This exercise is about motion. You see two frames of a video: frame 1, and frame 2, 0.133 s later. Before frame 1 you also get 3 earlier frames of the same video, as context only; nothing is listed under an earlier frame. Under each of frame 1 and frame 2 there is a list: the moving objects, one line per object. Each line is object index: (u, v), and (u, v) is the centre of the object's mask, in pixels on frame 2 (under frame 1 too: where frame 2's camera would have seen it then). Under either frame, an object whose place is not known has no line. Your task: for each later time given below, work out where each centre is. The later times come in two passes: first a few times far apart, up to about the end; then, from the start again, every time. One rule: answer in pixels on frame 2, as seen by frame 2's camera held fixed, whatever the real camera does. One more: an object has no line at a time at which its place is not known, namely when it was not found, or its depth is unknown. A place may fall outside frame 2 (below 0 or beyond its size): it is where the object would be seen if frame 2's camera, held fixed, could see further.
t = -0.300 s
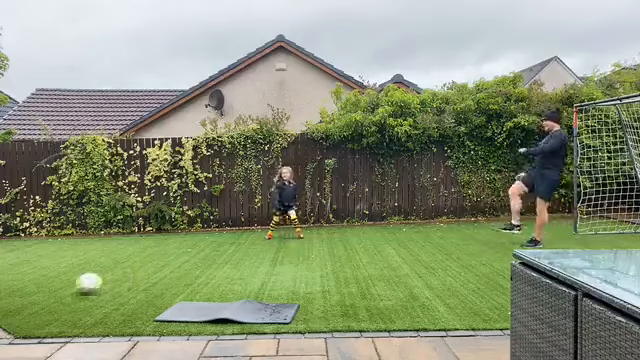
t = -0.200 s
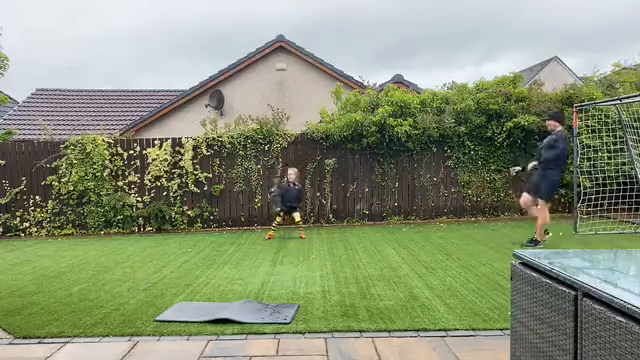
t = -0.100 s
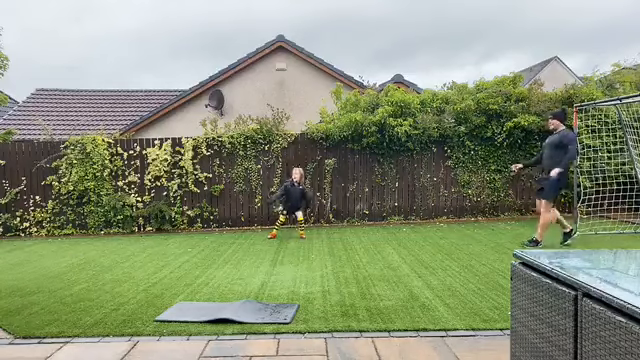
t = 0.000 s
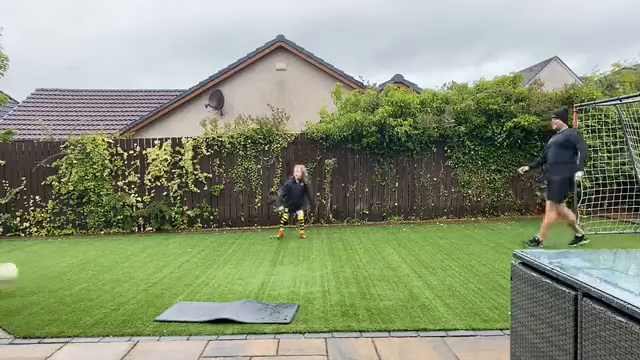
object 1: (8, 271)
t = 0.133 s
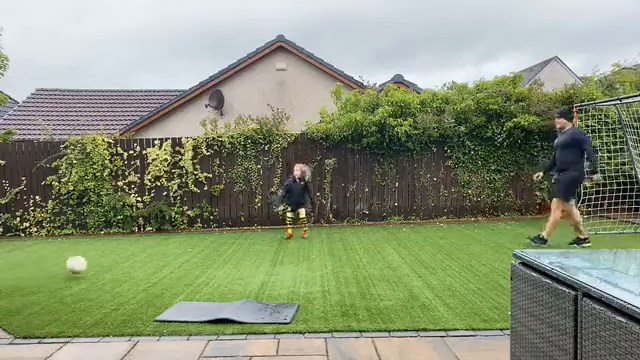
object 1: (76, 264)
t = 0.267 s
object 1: (122, 252)
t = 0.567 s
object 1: (185, 240)
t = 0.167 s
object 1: (91, 266)
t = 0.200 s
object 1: (103, 263)
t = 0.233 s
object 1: (113, 257)
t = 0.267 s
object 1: (122, 252)
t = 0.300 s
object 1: (131, 249)
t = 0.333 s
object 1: (140, 247)
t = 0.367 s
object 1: (148, 246)
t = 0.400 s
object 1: (156, 246)
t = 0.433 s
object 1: (164, 247)
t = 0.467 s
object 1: (171, 248)
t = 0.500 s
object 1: (176, 245)
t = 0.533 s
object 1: (180, 242)
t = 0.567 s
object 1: (185, 240)
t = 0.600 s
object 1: (189, 239)
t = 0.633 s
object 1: (193, 238)
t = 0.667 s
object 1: (197, 238)
